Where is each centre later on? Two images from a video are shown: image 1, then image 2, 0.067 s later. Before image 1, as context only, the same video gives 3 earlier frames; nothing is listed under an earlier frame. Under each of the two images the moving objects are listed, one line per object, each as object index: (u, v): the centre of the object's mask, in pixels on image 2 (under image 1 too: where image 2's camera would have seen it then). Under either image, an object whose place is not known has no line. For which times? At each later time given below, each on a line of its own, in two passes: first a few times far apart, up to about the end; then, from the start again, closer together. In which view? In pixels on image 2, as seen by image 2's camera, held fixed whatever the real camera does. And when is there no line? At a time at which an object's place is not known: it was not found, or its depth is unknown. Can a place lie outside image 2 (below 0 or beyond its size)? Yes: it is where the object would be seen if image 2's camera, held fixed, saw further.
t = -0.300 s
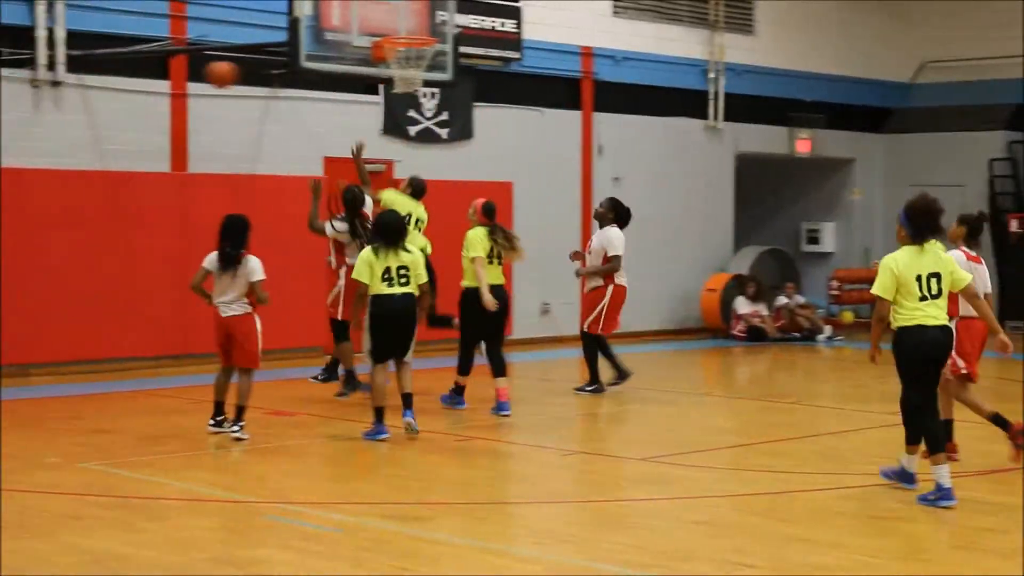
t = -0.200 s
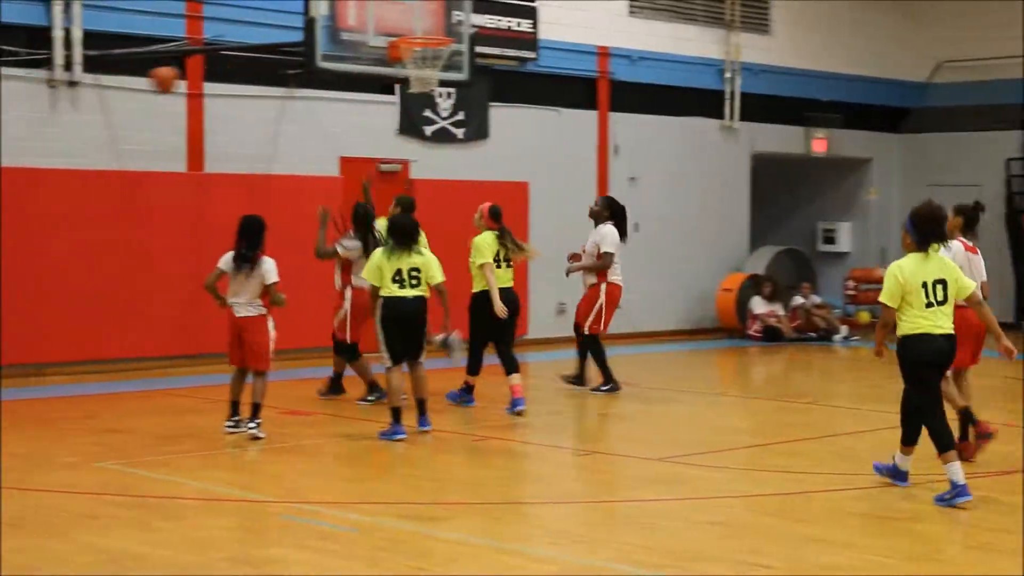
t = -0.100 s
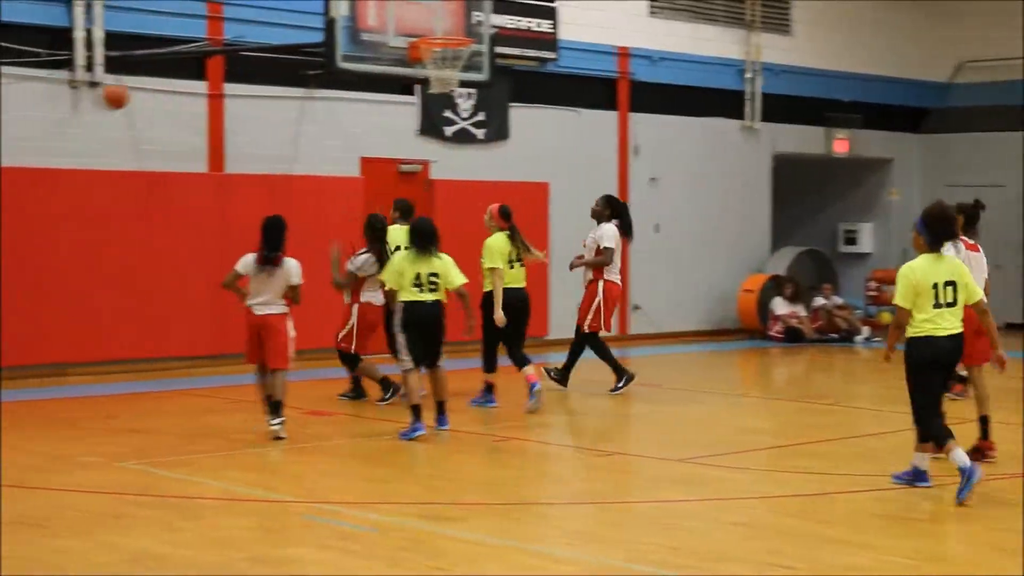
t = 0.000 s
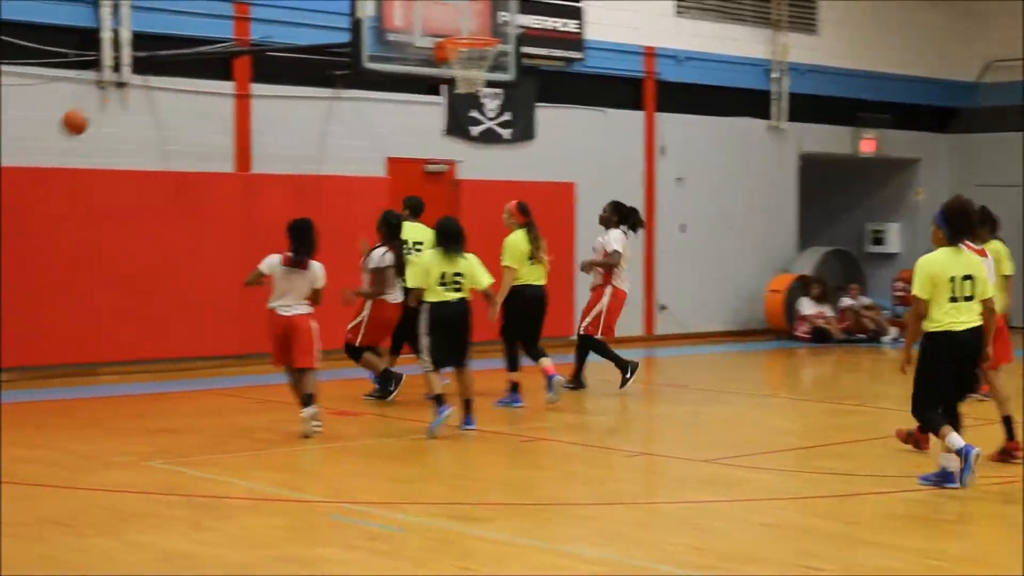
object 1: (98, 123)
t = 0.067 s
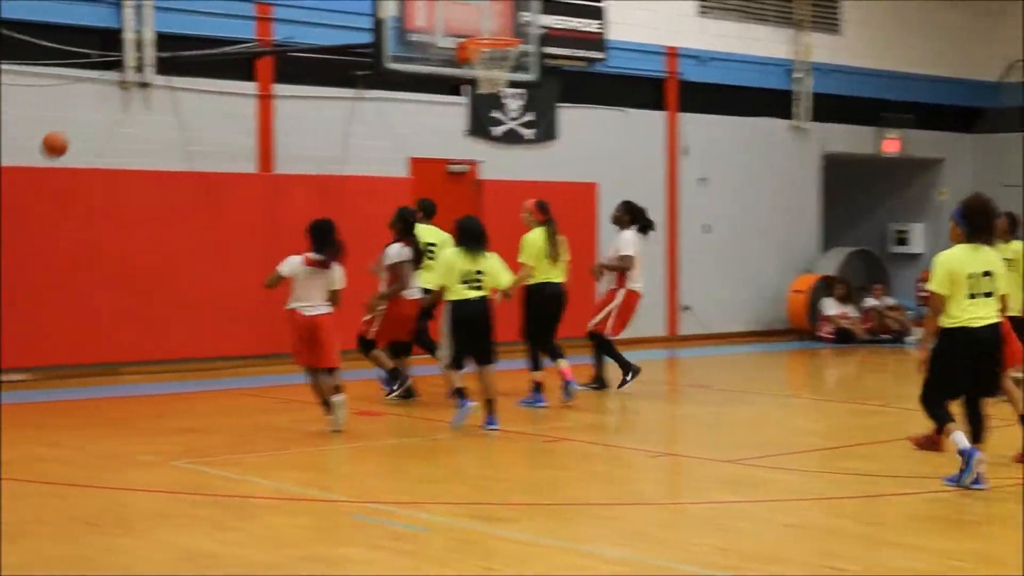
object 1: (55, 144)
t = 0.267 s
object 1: (1, 224)
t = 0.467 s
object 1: (2, 348)
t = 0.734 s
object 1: (22, 284)
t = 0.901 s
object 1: (36, 237)
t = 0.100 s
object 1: (33, 156)
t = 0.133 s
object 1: (12, 168)
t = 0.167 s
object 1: (0, 185)
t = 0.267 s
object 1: (1, 224)
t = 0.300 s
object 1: (1, 240)
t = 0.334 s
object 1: (1, 258)
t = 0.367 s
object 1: (1, 277)
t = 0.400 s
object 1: (1, 298)
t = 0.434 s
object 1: (2, 322)
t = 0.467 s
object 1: (2, 348)
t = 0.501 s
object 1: (3, 374)
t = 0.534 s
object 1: (4, 378)
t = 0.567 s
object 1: (8, 358)
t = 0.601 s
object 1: (10, 341)
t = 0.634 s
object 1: (12, 324)
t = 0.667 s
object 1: (15, 309)
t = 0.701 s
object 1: (18, 297)
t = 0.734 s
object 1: (22, 284)
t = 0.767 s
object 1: (23, 271)
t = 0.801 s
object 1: (26, 260)
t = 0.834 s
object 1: (29, 252)
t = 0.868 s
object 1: (32, 243)
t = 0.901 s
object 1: (36, 237)
